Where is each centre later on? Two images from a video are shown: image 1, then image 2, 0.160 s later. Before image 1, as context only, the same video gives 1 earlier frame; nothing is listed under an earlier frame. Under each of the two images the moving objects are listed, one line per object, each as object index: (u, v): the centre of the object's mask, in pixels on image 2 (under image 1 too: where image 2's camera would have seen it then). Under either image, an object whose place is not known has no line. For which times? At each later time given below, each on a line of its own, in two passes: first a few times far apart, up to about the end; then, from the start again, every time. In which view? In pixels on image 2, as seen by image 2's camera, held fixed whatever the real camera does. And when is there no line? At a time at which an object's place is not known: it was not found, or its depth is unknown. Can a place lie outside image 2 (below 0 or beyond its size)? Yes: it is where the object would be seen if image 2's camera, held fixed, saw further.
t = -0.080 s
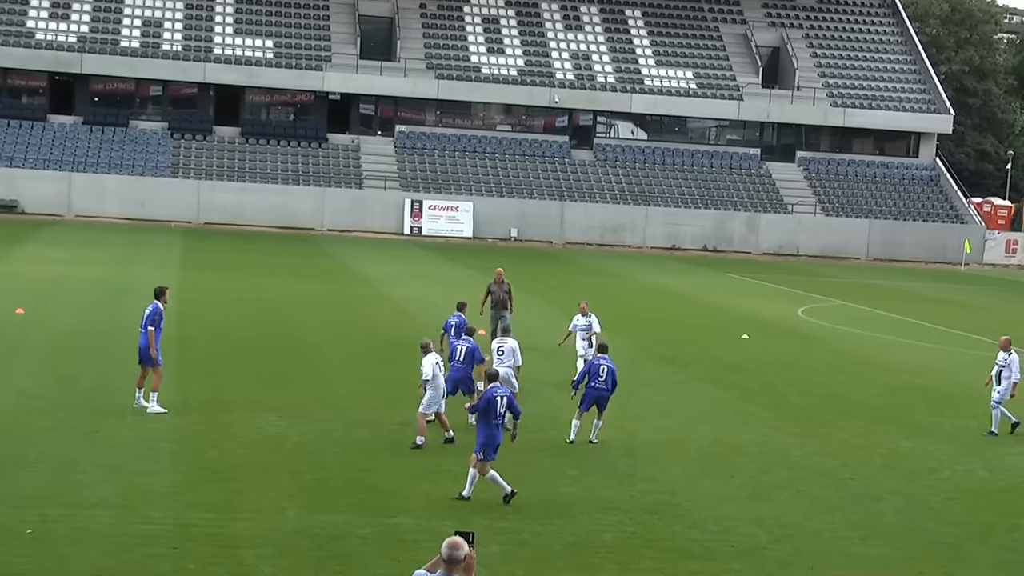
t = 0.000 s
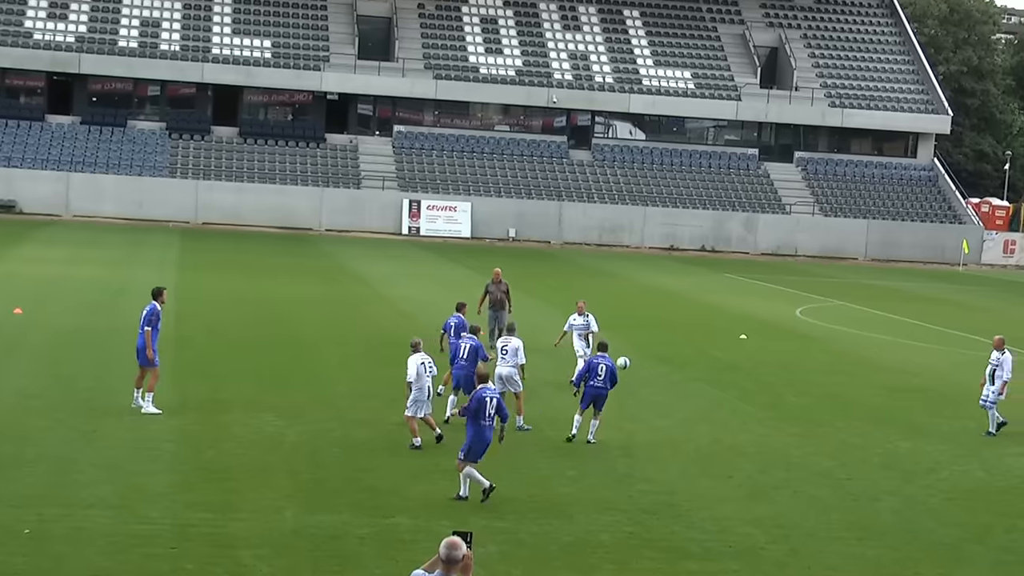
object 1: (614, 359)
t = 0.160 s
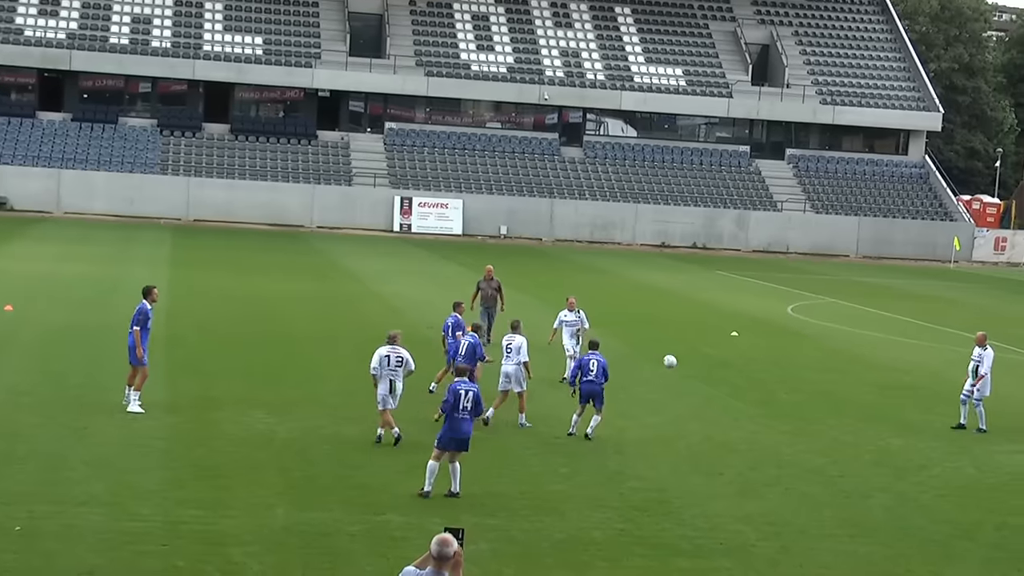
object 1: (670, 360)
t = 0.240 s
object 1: (699, 366)
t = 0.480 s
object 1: (796, 410)
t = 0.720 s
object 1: (906, 484)
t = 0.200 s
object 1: (684, 363)
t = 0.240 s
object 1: (699, 366)
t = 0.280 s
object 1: (714, 371)
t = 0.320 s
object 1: (730, 377)
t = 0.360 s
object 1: (746, 383)
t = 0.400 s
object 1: (763, 391)
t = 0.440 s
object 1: (779, 400)
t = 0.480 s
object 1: (796, 410)
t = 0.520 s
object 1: (815, 422)
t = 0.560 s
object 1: (833, 434)
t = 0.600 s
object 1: (852, 448)
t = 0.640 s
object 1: (871, 464)
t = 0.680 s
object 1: (891, 481)
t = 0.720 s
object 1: (906, 484)
